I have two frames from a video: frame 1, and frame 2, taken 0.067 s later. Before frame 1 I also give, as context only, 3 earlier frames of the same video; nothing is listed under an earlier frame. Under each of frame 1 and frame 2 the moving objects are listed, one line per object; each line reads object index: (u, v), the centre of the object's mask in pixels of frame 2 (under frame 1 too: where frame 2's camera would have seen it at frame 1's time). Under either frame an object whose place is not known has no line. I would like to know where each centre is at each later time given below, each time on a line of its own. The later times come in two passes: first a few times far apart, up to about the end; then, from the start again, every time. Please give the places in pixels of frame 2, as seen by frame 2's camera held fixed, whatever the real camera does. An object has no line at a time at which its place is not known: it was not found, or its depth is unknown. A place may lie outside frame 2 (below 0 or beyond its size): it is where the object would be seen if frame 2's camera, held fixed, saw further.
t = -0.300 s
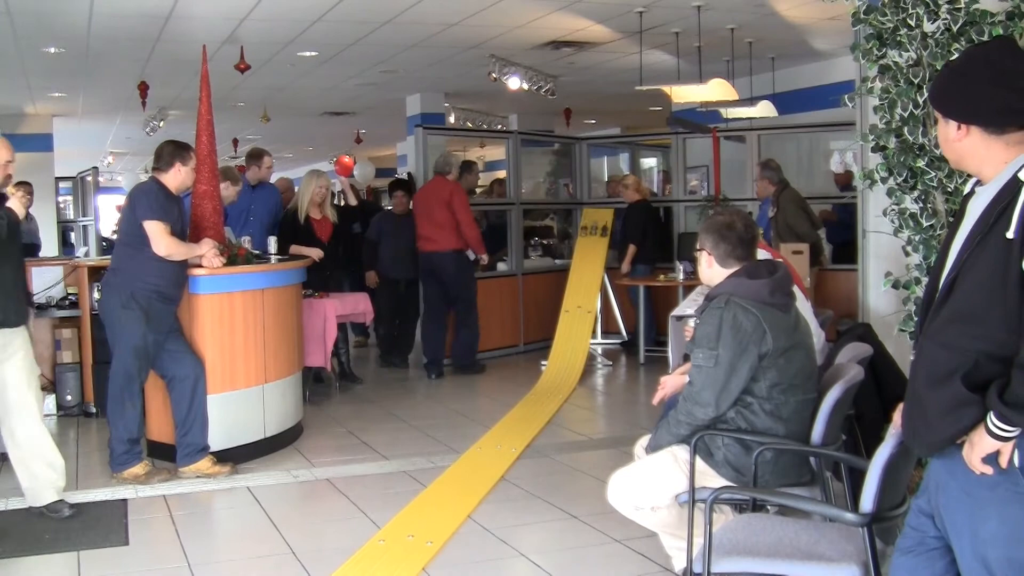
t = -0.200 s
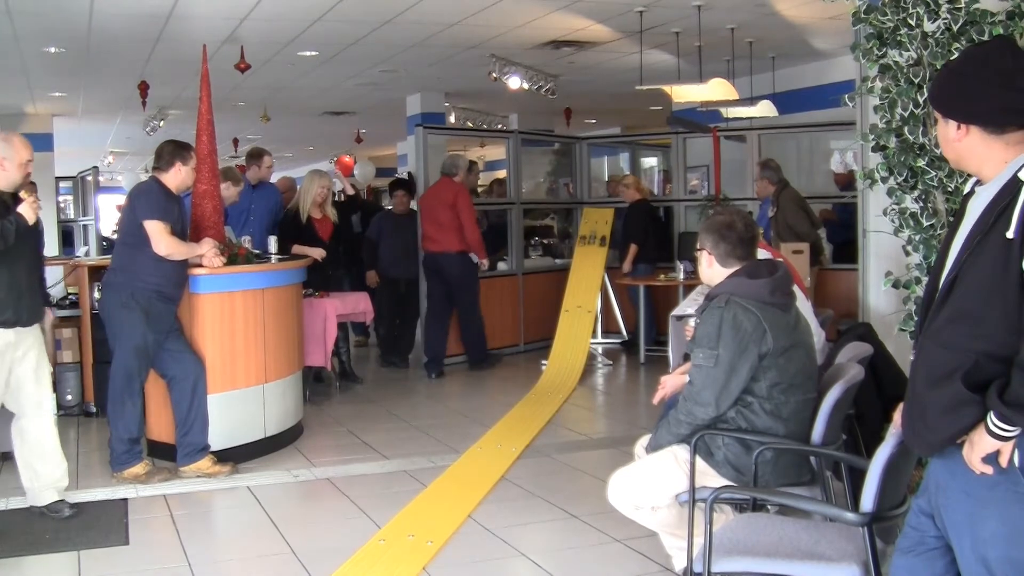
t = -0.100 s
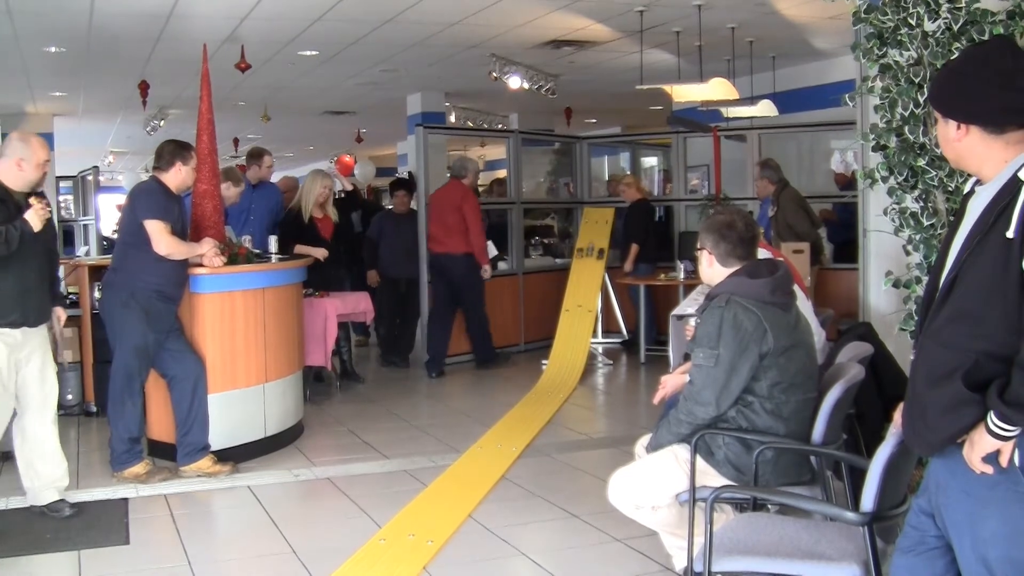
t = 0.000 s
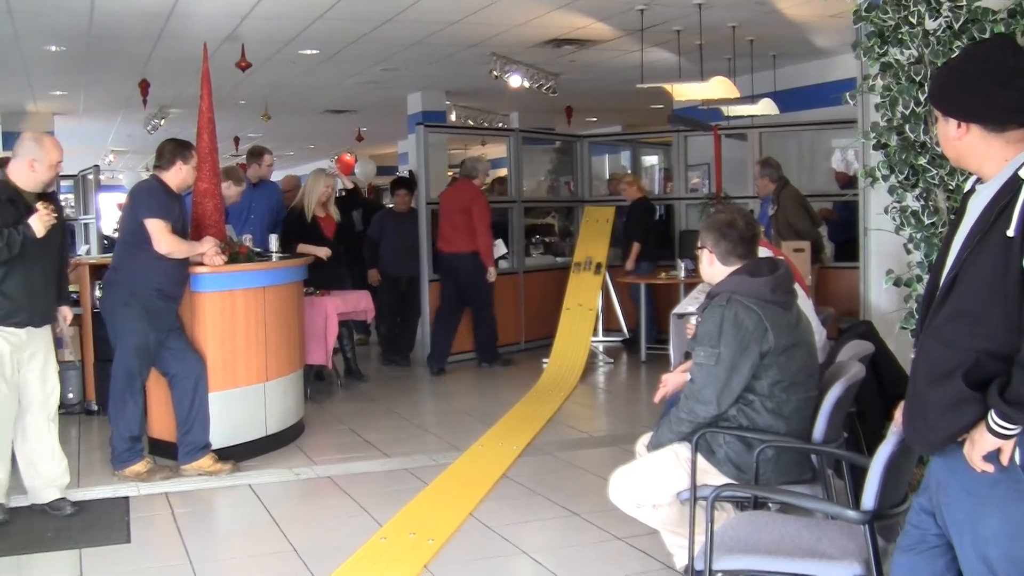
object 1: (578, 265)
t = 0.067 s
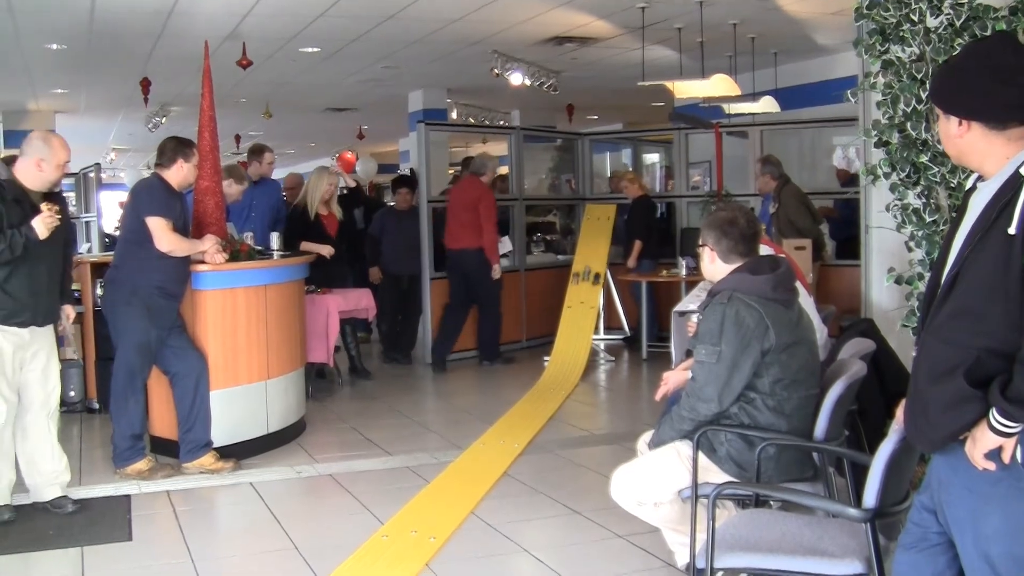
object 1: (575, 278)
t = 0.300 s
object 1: (563, 334)
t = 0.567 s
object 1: (540, 384)
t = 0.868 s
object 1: (504, 420)
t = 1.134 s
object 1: (459, 462)
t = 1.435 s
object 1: (385, 529)
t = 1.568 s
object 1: (340, 570)
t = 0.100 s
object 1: (573, 285)
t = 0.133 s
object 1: (572, 292)
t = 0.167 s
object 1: (570, 300)
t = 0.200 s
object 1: (568, 308)
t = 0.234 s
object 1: (567, 316)
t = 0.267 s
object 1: (565, 325)
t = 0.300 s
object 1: (563, 334)
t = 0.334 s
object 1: (561, 343)
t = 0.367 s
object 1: (558, 351)
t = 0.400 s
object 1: (555, 359)
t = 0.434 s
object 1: (553, 365)
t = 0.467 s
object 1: (550, 371)
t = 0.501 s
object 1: (547, 376)
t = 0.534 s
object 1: (544, 380)
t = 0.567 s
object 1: (540, 384)
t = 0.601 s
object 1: (537, 388)
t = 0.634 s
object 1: (533, 392)
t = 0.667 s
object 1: (530, 395)
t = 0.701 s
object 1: (526, 399)
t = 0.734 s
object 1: (521, 403)
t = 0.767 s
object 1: (517, 407)
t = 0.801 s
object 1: (513, 411)
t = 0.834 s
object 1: (508, 415)
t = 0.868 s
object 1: (504, 420)
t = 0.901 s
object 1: (499, 424)
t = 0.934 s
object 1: (494, 429)
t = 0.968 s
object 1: (489, 434)
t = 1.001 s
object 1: (484, 439)
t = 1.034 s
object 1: (478, 444)
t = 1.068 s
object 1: (471, 450)
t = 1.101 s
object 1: (465, 456)
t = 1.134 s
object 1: (459, 462)
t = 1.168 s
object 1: (453, 468)
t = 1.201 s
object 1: (446, 474)
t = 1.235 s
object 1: (437, 481)
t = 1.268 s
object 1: (430, 488)
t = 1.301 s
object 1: (422, 495)
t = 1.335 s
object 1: (413, 503)
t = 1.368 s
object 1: (405, 511)
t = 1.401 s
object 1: (395, 520)
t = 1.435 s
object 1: (385, 529)
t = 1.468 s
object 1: (374, 539)
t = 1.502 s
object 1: (364, 548)
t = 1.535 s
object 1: (352, 559)
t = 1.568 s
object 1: (340, 570)
